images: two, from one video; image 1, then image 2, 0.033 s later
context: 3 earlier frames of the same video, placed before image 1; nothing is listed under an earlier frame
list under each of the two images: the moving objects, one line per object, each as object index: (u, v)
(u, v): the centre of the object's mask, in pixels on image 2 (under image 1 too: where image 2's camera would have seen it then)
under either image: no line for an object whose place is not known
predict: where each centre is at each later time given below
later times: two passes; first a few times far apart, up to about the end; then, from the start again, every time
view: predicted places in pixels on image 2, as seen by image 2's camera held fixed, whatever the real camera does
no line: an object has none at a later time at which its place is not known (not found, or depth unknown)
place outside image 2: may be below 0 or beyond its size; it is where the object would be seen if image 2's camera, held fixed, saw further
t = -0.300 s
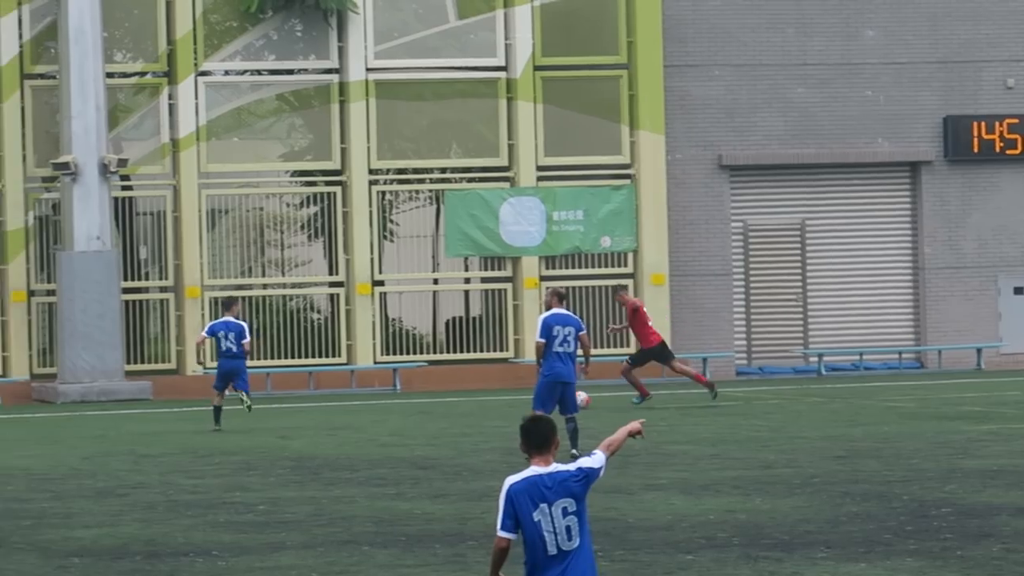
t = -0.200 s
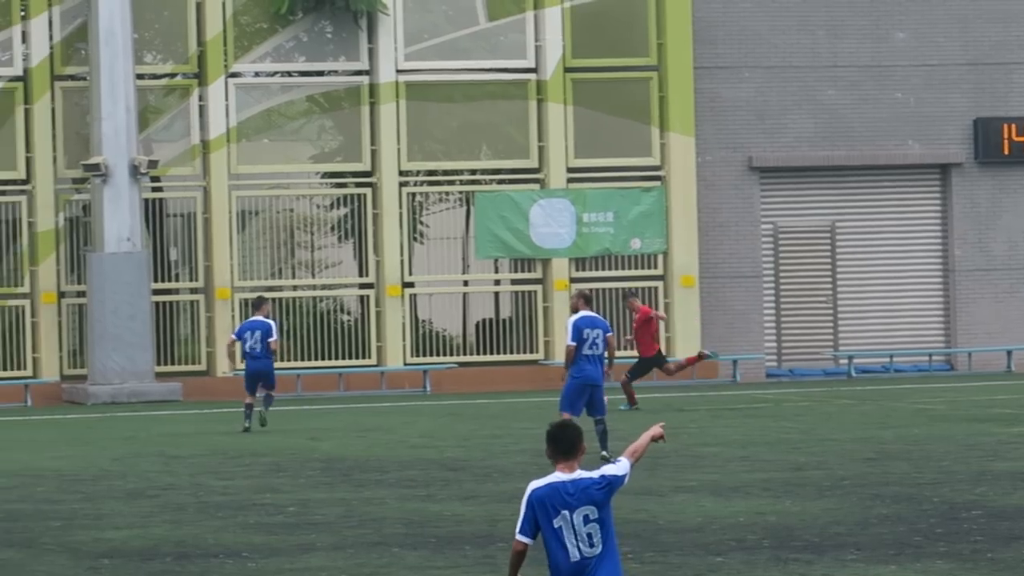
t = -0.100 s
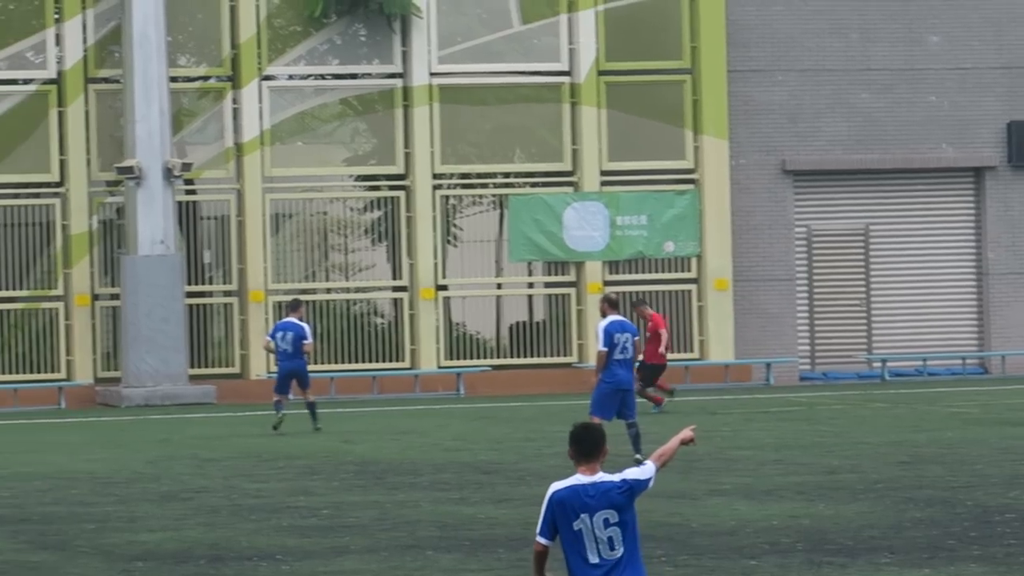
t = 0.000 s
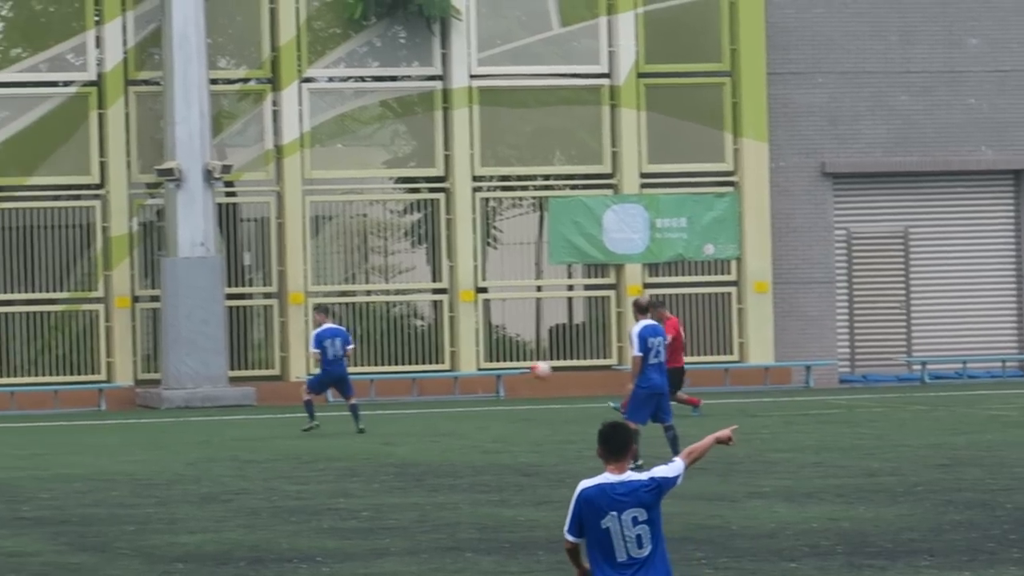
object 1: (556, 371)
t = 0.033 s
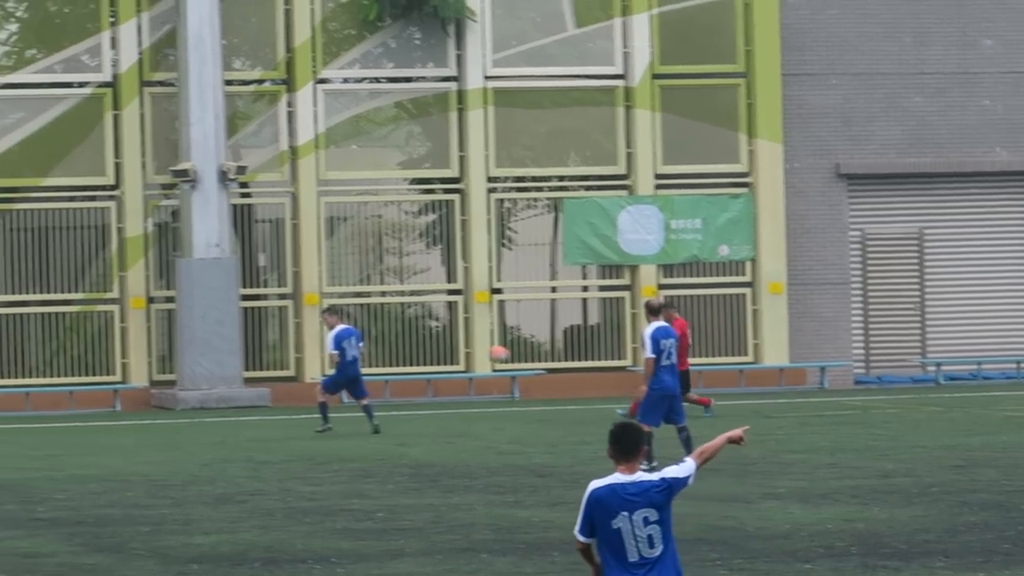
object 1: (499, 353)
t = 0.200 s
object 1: (219, 266)
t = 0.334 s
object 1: (3, 196)
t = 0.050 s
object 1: (470, 345)
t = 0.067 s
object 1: (441, 335)
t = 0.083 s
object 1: (412, 326)
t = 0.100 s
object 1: (385, 317)
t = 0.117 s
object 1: (357, 309)
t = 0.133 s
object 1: (329, 300)
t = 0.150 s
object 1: (301, 293)
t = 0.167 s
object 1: (274, 283)
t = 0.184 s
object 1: (246, 275)
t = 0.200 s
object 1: (219, 266)
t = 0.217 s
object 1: (191, 258)
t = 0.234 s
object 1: (164, 247)
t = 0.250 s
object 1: (137, 240)
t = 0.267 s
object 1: (110, 231)
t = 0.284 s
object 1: (83, 221)
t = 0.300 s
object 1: (56, 212)
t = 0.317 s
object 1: (30, 204)
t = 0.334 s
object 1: (3, 196)
